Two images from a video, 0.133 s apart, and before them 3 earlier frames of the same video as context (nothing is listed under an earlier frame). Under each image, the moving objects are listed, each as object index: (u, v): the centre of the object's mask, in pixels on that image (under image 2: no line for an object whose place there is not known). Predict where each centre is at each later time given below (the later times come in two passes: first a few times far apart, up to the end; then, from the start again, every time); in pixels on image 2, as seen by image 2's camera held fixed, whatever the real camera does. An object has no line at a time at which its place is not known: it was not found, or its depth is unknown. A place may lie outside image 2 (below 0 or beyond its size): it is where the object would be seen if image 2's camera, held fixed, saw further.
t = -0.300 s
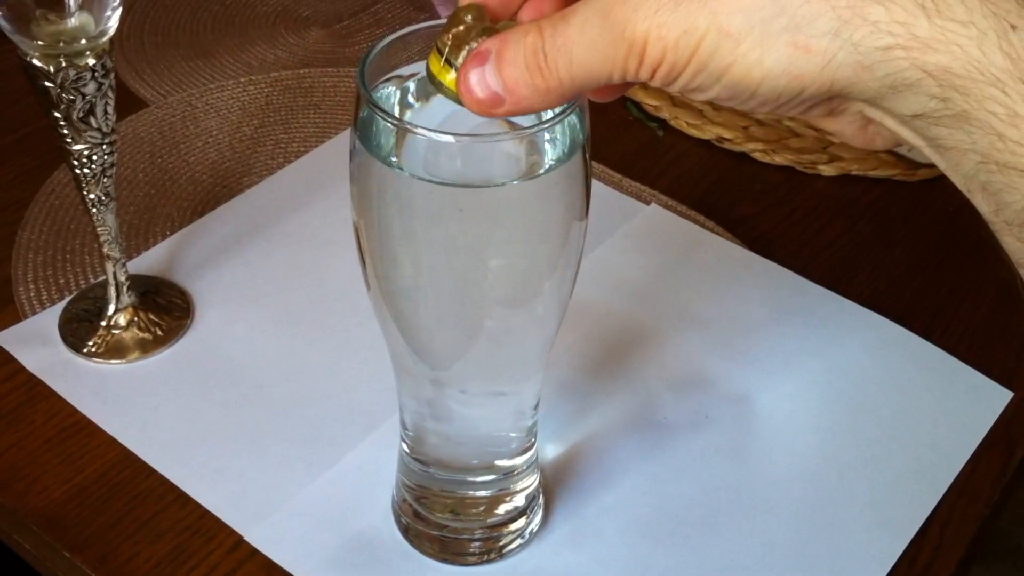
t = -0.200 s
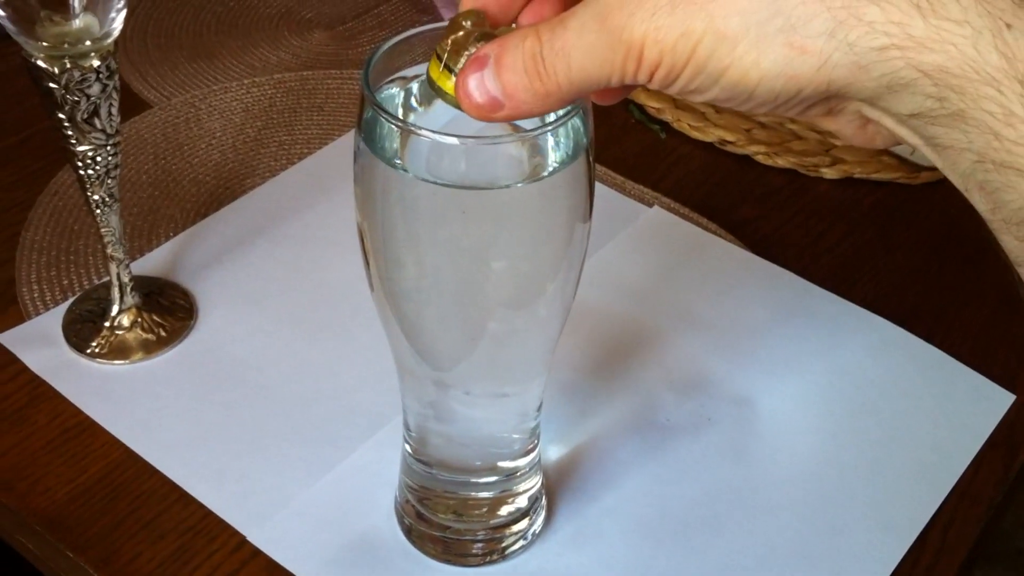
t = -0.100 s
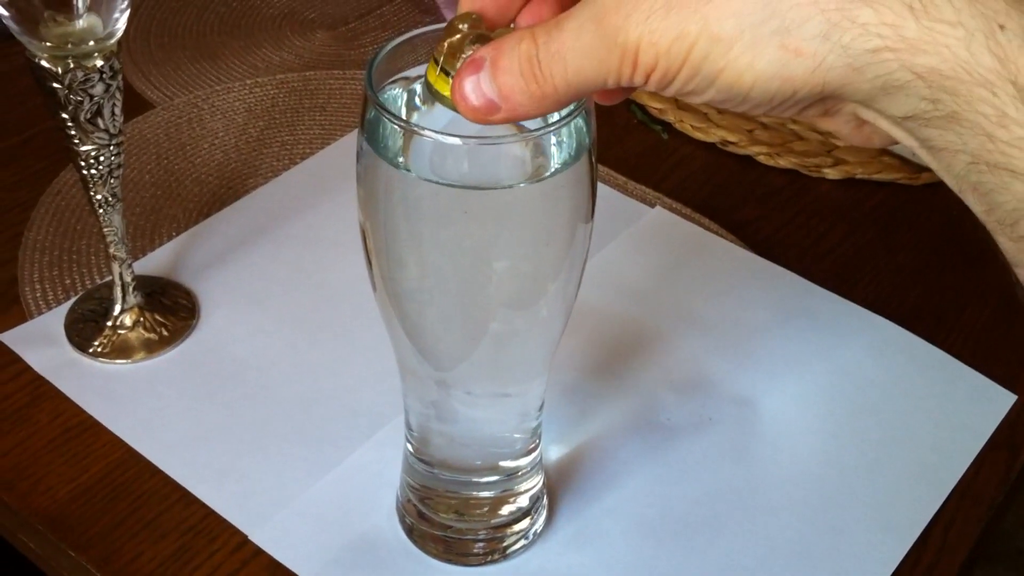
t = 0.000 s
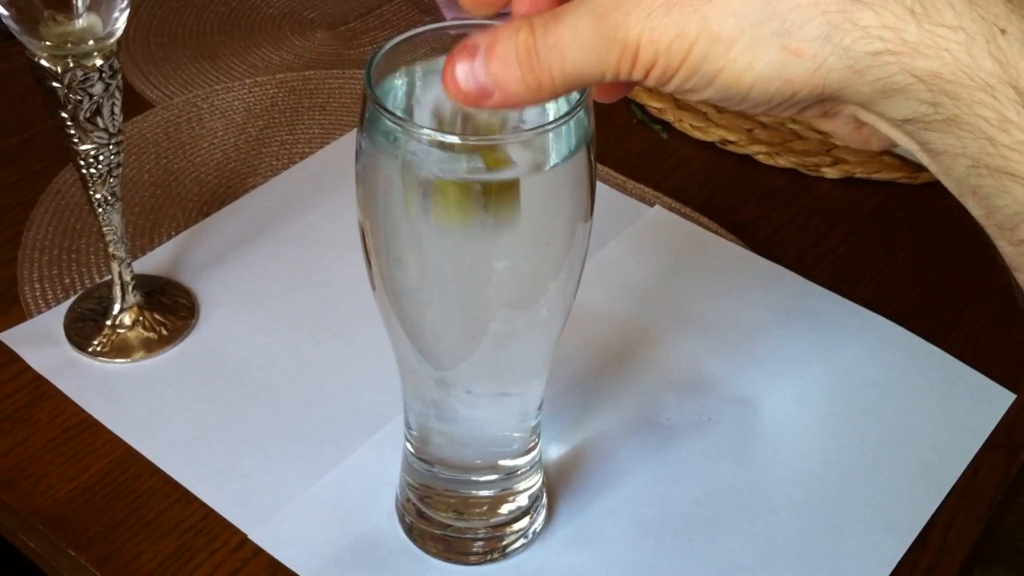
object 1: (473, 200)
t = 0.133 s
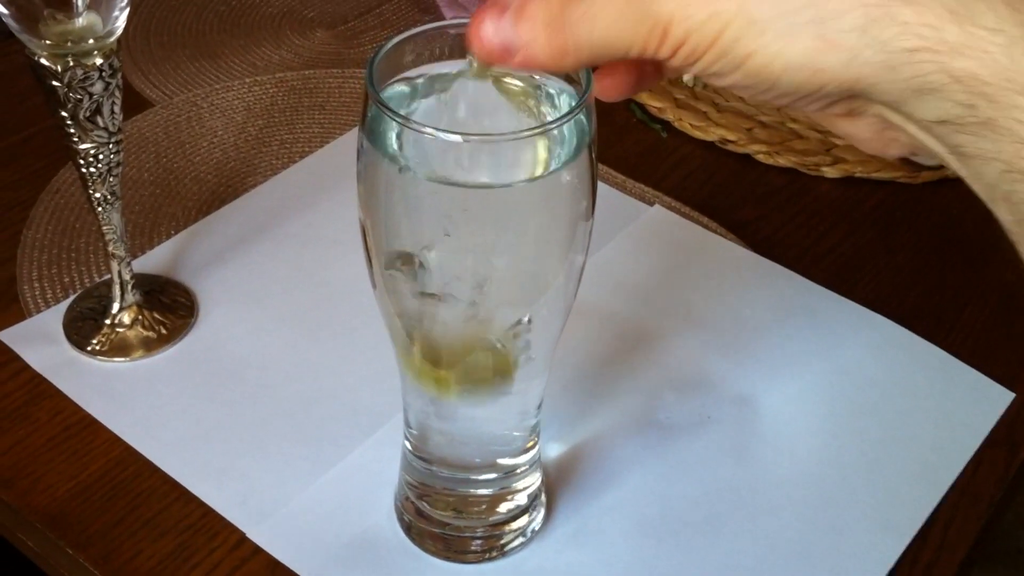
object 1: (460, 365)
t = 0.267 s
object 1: (453, 467)
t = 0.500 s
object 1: (462, 476)
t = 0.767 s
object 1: (477, 477)
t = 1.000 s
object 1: (478, 476)
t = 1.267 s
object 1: (477, 476)
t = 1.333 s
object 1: (477, 476)
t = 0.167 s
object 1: (461, 394)
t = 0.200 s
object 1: (461, 424)
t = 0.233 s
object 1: (458, 448)
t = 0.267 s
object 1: (453, 467)
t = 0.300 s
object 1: (448, 474)
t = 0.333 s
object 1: (448, 472)
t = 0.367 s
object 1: (449, 471)
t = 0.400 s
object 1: (452, 472)
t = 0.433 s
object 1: (455, 475)
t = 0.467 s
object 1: (457, 475)
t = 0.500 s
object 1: (462, 476)
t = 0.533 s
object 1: (466, 477)
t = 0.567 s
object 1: (472, 476)
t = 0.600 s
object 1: (475, 476)
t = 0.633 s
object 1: (477, 477)
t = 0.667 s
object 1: (477, 476)
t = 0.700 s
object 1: (477, 476)
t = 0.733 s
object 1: (477, 476)
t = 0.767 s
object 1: (477, 477)
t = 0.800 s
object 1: (477, 476)
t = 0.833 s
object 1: (477, 476)
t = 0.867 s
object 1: (477, 476)
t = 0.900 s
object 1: (478, 476)
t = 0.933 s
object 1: (478, 477)
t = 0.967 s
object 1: (478, 476)
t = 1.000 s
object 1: (478, 476)
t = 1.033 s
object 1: (478, 476)
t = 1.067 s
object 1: (478, 476)
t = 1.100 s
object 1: (478, 476)
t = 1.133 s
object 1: (478, 476)
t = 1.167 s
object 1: (477, 476)
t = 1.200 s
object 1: (478, 476)
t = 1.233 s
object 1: (477, 476)
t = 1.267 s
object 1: (477, 476)
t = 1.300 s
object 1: (477, 476)
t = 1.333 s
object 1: (477, 476)
